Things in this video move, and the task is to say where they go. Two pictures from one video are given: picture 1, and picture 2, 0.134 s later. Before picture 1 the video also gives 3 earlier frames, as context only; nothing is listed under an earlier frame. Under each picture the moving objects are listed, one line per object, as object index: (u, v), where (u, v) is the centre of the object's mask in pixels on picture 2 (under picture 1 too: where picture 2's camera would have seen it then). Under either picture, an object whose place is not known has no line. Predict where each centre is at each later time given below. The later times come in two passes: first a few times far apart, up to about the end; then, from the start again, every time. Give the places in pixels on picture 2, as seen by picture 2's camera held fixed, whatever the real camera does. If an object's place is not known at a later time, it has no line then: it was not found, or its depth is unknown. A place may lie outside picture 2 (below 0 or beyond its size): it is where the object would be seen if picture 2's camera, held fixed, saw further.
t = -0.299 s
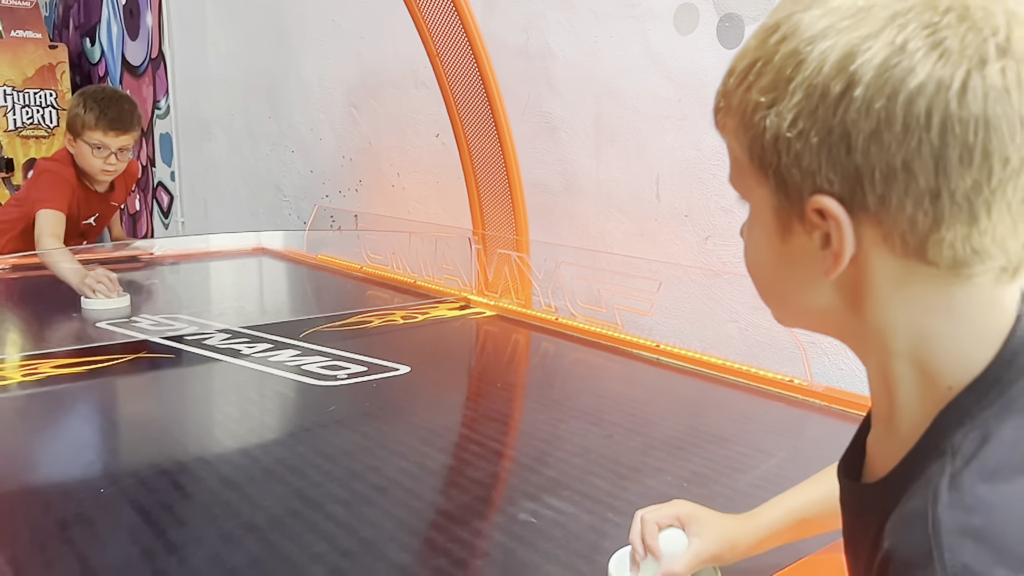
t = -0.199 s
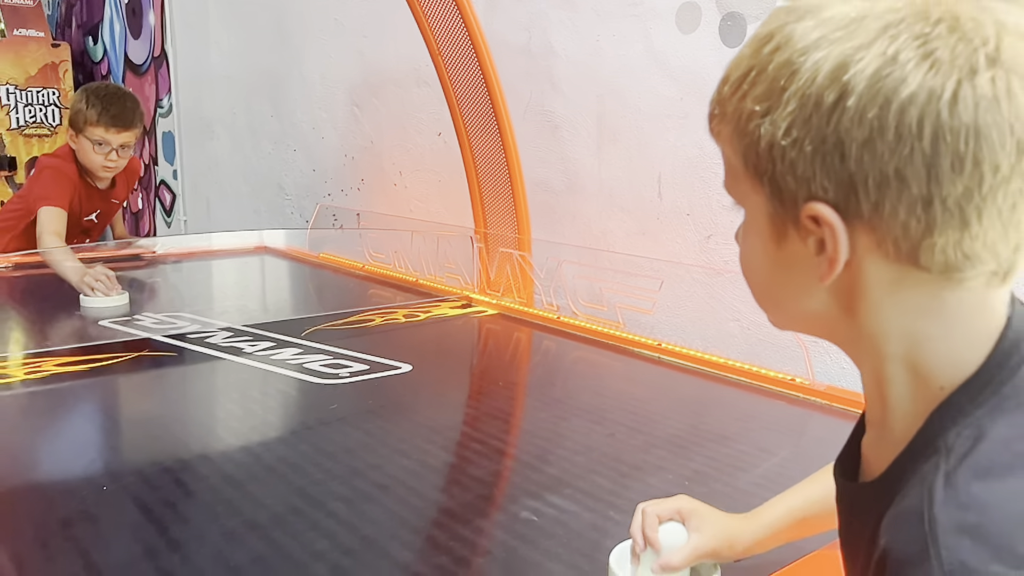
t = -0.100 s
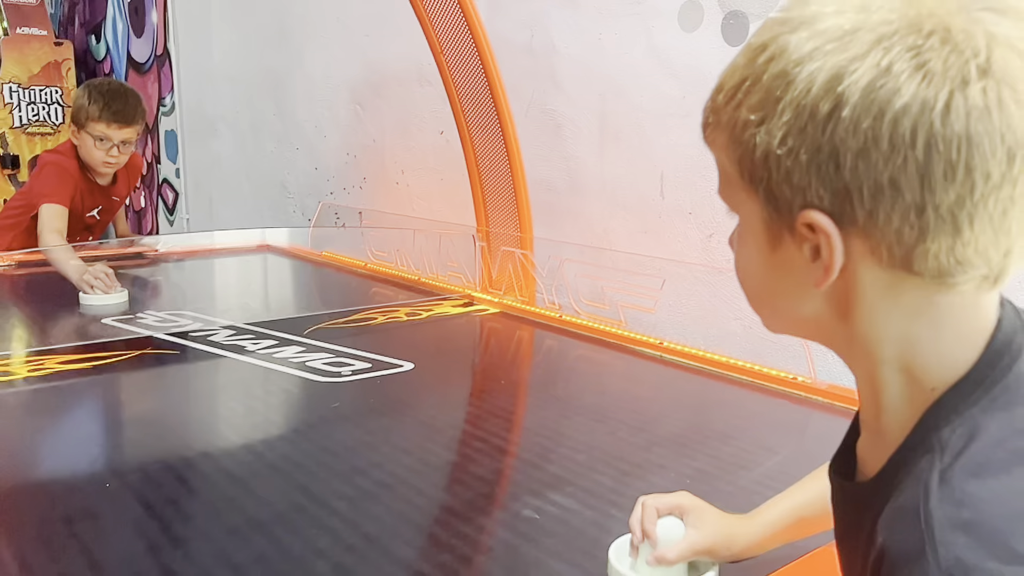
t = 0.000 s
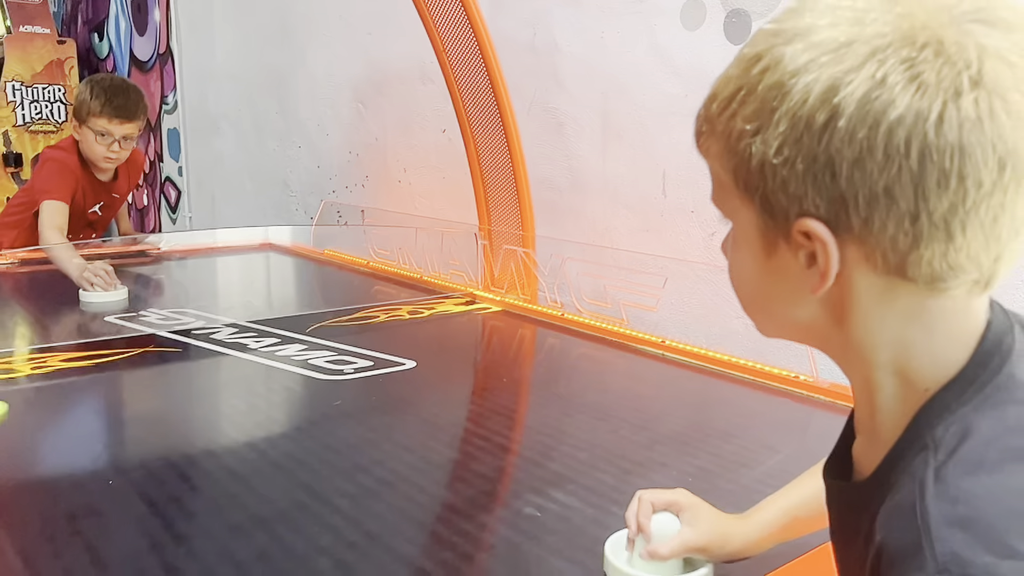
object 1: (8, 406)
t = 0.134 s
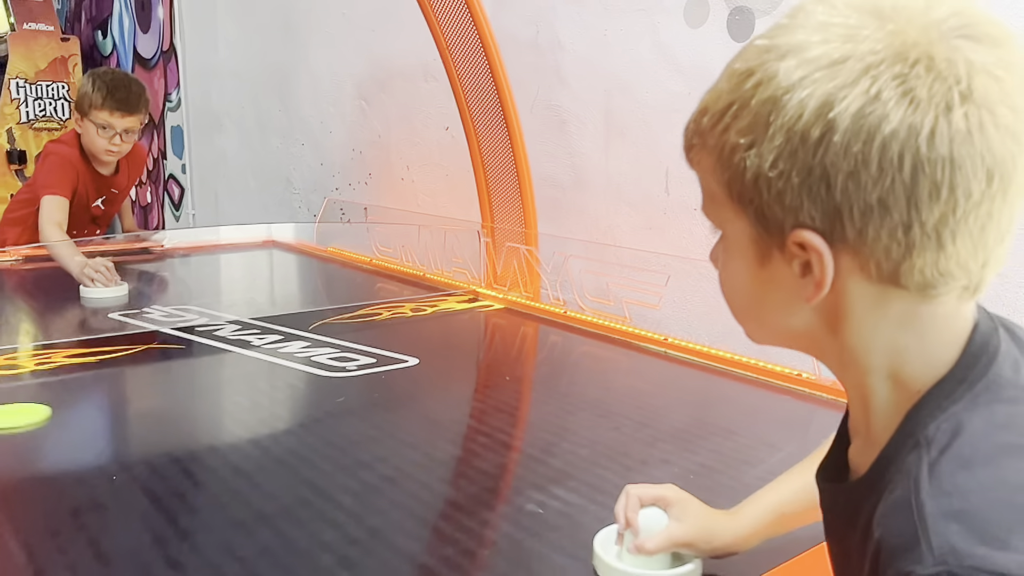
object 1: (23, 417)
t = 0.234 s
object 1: (43, 422)
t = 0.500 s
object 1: (130, 441)
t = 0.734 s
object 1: (212, 458)
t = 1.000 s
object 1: (316, 478)
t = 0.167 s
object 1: (28, 419)
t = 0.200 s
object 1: (34, 420)
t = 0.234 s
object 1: (43, 422)
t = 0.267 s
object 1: (53, 425)
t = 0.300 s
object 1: (64, 427)
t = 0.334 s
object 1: (74, 429)
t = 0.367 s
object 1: (85, 431)
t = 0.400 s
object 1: (96, 433)
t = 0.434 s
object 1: (107, 436)
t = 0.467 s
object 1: (118, 439)
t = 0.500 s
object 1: (130, 441)
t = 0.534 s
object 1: (141, 443)
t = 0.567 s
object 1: (152, 446)
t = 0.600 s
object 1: (164, 448)
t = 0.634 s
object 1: (176, 450)
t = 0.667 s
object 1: (187, 453)
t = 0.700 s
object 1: (200, 455)
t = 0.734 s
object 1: (212, 458)
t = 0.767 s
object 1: (224, 460)
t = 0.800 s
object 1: (236, 463)
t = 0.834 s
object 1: (249, 464)
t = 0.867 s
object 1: (262, 467)
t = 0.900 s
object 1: (275, 470)
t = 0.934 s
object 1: (288, 472)
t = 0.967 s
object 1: (302, 475)
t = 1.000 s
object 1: (316, 478)
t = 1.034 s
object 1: (329, 480)
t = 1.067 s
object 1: (343, 483)
